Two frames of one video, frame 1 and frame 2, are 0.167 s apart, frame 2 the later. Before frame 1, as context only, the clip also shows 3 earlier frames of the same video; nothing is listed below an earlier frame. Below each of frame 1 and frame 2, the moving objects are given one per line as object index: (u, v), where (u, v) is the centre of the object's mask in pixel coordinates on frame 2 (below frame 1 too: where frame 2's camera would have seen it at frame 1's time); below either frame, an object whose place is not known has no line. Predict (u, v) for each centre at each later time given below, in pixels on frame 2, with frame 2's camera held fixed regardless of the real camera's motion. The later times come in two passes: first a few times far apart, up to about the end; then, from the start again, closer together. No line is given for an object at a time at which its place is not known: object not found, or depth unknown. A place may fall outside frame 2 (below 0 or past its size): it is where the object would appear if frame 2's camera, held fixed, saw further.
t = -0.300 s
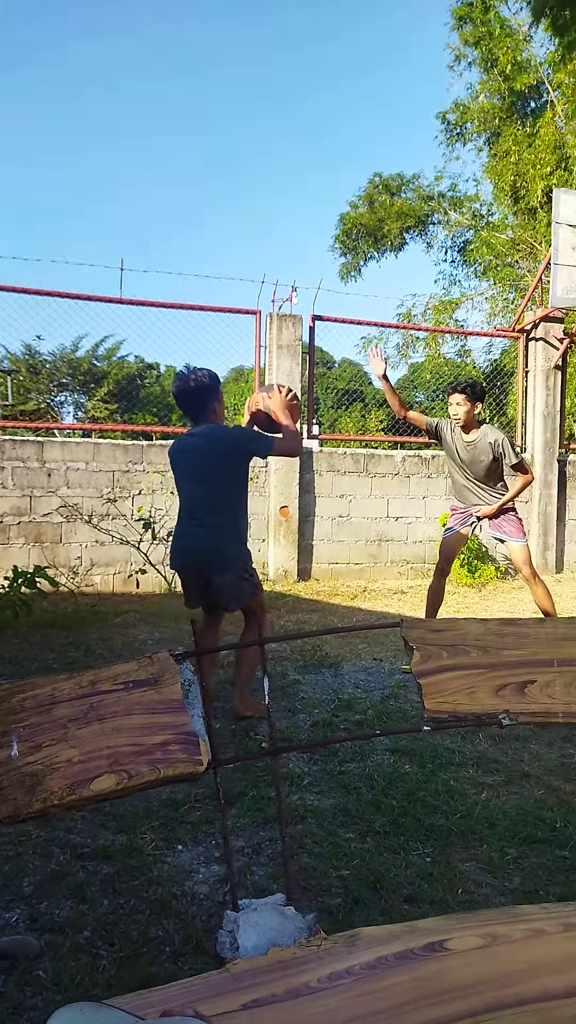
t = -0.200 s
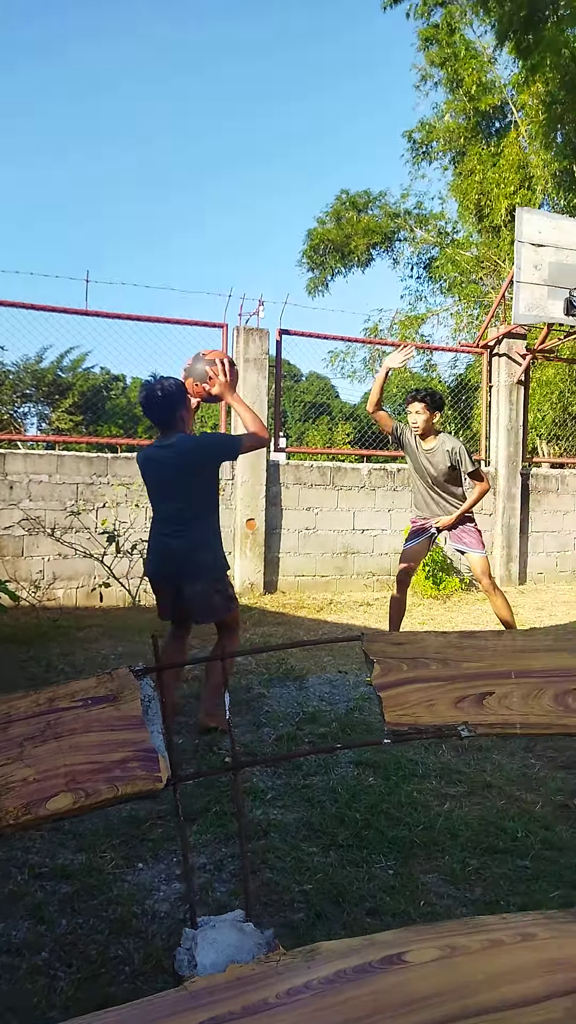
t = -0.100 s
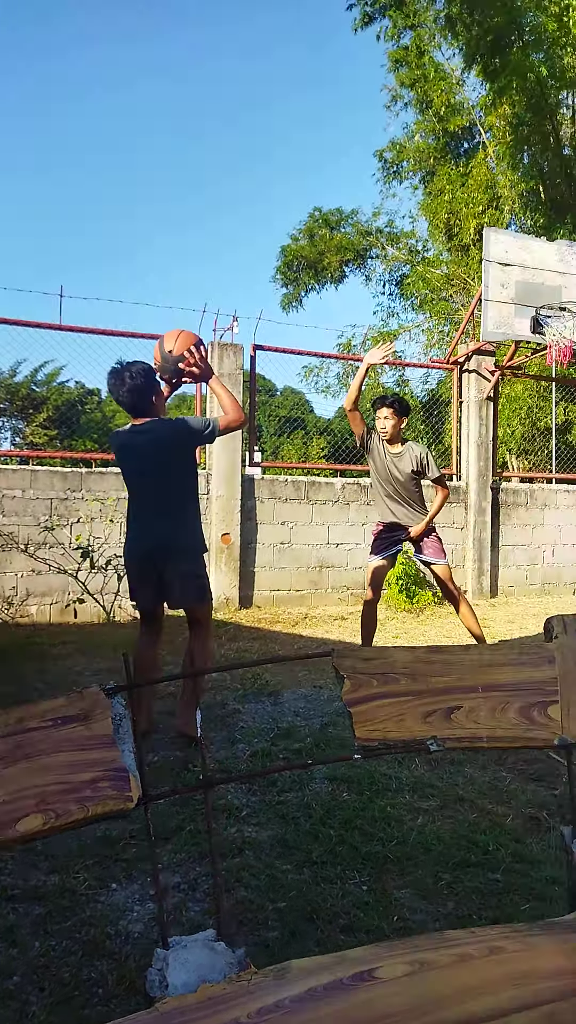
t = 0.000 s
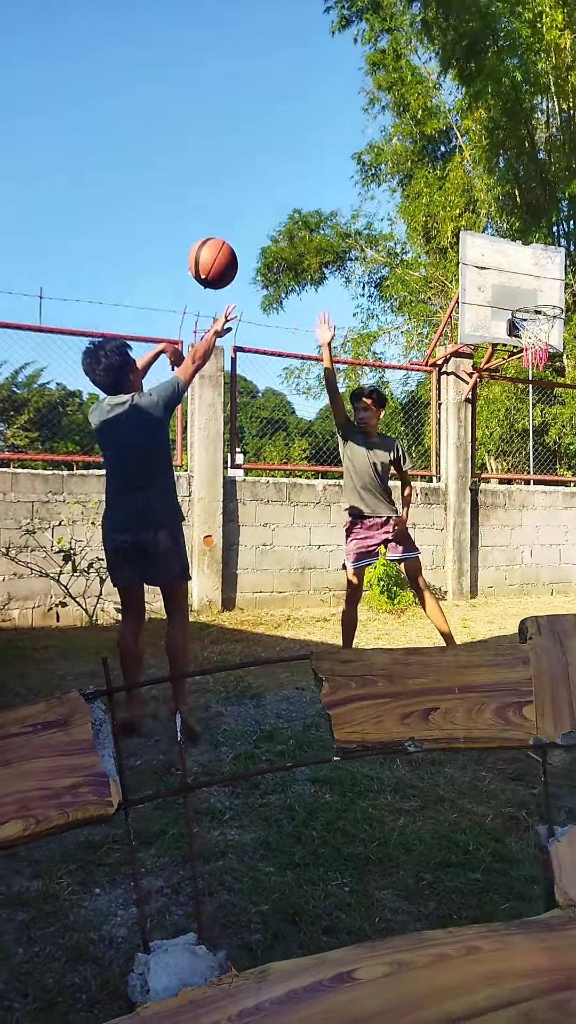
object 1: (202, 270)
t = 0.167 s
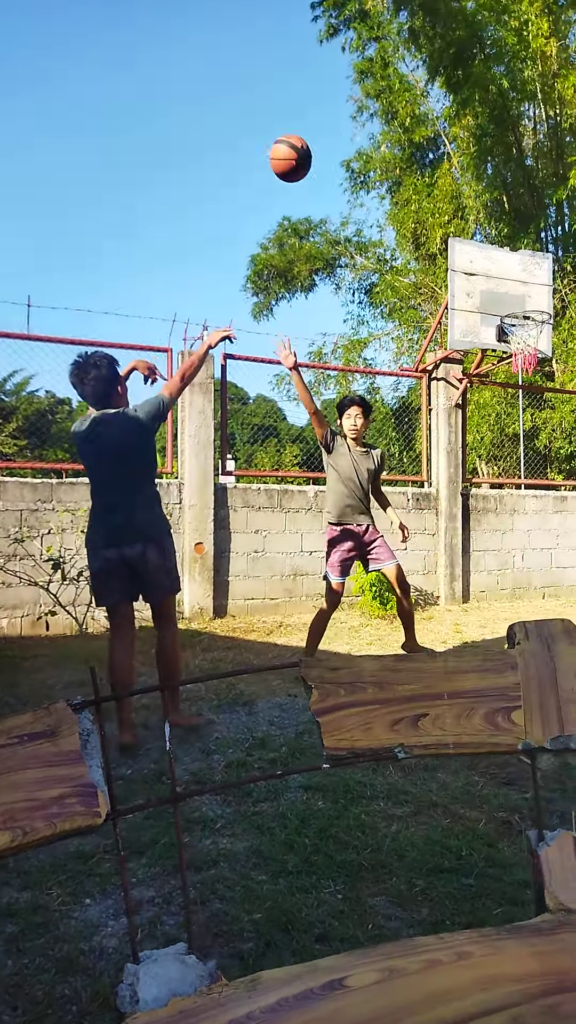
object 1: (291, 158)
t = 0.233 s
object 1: (319, 135)
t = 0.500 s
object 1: (405, 118)
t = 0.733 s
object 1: (459, 174)
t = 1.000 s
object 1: (505, 290)
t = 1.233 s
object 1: (555, 253)
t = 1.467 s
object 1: (611, 221)
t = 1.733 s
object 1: (678, 252)
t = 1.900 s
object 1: (720, 308)
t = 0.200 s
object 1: (305, 146)
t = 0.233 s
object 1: (319, 135)
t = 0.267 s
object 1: (333, 126)
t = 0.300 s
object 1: (345, 120)
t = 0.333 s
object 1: (356, 116)
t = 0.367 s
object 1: (367, 114)
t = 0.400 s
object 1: (377, 112)
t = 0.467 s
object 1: (396, 115)
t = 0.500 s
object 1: (405, 118)
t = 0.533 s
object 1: (416, 122)
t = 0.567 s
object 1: (424, 129)
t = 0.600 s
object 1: (431, 136)
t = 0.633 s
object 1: (438, 145)
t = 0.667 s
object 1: (446, 154)
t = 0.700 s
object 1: (453, 164)
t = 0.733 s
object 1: (459, 174)
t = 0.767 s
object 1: (465, 187)
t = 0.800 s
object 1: (472, 200)
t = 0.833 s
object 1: (477, 214)
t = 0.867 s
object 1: (482, 229)
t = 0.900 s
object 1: (490, 242)
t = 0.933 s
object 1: (495, 258)
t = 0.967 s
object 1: (500, 274)
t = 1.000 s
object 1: (505, 290)
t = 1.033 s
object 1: (509, 305)
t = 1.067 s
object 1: (516, 305)
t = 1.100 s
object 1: (524, 295)
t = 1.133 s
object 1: (531, 283)
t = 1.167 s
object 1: (539, 272)
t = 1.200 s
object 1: (547, 262)
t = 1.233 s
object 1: (555, 253)
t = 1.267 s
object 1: (562, 245)
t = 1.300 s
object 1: (570, 239)
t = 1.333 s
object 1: (578, 233)
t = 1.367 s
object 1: (586, 229)
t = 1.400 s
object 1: (594, 224)
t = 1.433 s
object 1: (603, 222)
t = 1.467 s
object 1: (611, 221)
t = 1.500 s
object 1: (620, 221)
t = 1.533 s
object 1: (627, 223)
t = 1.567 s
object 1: (635, 224)
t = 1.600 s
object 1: (643, 227)
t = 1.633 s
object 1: (652, 232)
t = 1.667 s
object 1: (660, 237)
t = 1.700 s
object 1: (670, 243)
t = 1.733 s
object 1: (678, 252)
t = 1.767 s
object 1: (685, 261)
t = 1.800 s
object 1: (694, 271)
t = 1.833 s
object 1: (705, 280)
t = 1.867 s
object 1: (712, 295)
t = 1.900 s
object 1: (720, 308)
